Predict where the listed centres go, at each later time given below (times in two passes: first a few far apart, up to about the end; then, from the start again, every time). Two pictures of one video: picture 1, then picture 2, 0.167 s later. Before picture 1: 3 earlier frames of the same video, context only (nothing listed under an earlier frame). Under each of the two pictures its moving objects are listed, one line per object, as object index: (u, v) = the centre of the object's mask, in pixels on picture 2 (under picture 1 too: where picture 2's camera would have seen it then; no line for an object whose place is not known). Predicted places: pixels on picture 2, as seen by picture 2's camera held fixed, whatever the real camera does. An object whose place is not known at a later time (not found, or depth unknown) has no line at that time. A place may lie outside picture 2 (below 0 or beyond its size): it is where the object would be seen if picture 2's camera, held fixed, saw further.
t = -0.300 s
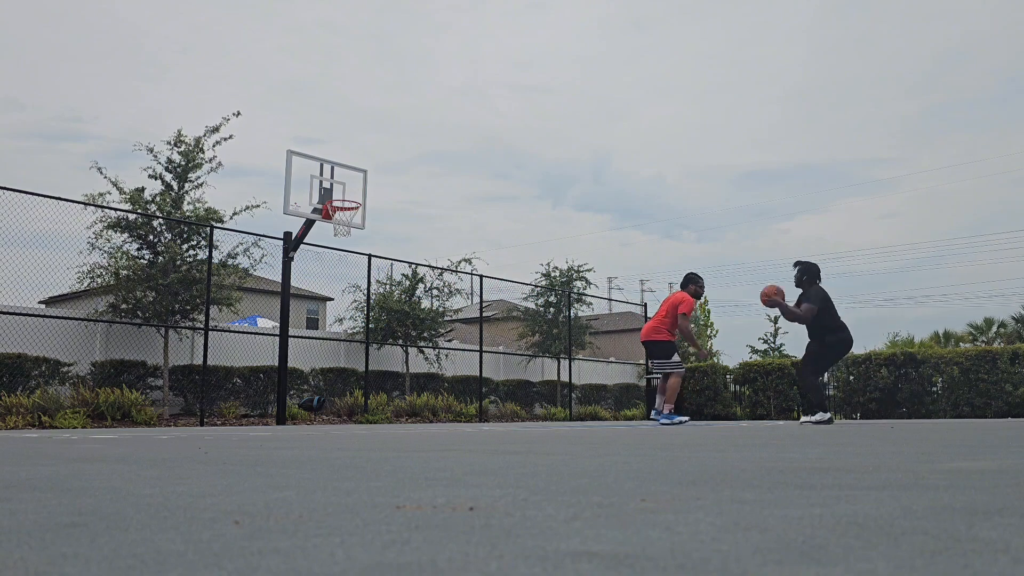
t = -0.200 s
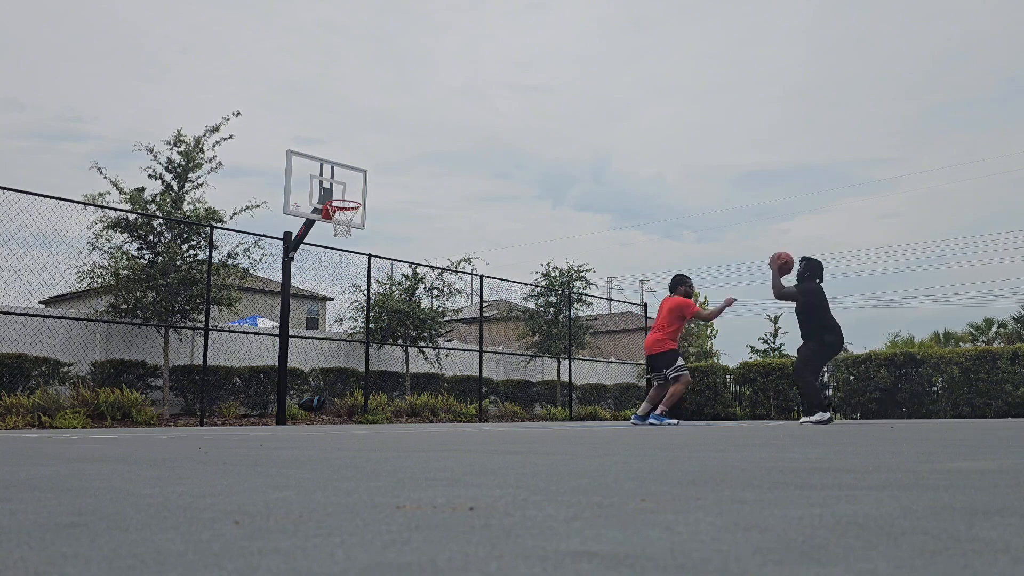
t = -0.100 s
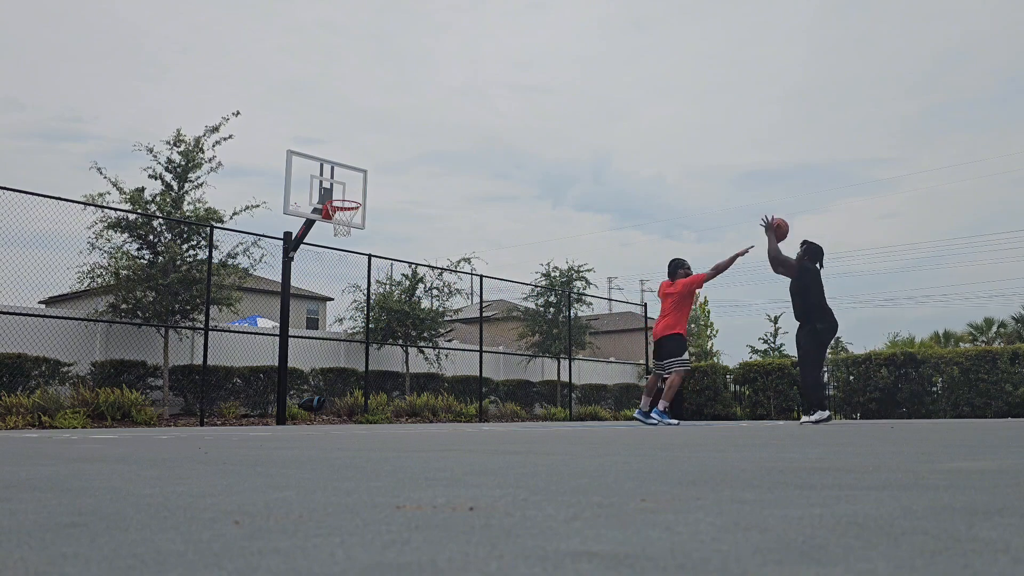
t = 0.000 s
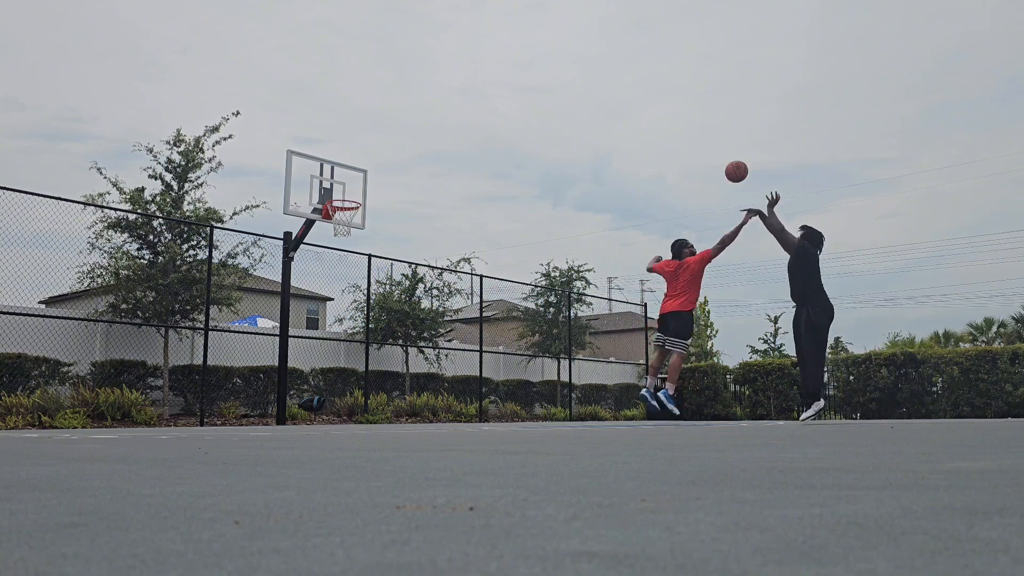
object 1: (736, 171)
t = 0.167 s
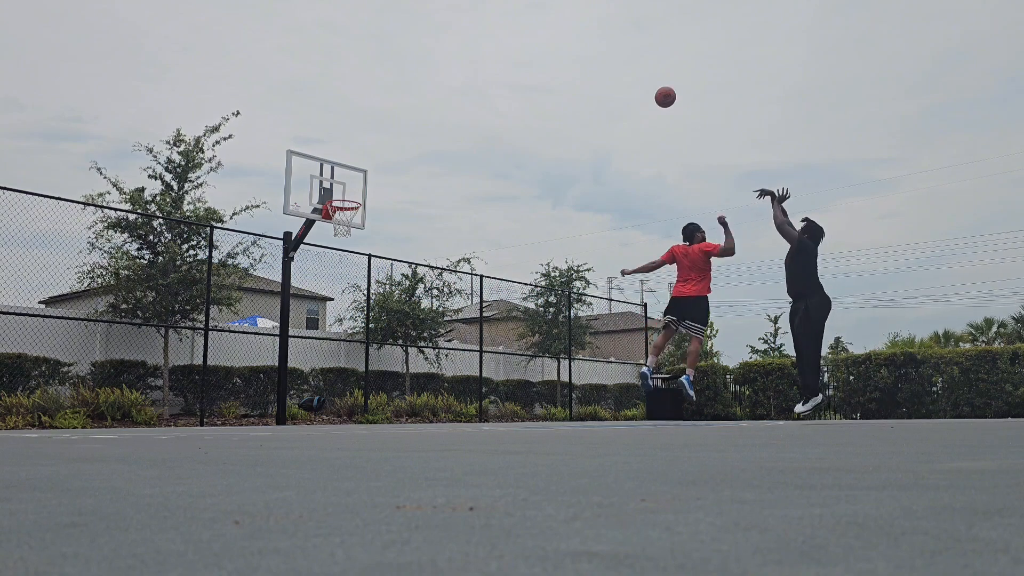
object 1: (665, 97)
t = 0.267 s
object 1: (627, 67)
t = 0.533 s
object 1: (535, 31)
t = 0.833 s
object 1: (447, 54)
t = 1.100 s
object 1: (377, 121)
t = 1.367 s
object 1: (347, 206)
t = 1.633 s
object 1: (350, 221)
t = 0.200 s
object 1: (652, 86)
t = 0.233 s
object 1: (639, 76)
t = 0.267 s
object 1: (627, 67)
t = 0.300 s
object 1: (614, 59)
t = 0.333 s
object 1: (602, 52)
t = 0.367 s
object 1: (591, 47)
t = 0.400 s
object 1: (579, 42)
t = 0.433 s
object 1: (568, 38)
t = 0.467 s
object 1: (557, 35)
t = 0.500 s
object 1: (546, 33)
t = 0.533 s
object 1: (535, 31)
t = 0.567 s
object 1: (525, 31)
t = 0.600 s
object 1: (515, 31)
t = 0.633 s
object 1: (505, 32)
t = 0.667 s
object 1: (495, 34)
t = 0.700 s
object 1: (485, 37)
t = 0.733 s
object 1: (475, 40)
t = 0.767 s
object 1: (466, 44)
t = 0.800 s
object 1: (456, 49)
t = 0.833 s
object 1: (447, 54)
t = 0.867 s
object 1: (438, 60)
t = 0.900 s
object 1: (429, 67)
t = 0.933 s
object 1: (420, 74)
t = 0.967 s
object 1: (411, 83)
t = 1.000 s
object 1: (402, 91)
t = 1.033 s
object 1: (394, 101)
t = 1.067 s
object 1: (385, 111)
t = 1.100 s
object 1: (377, 121)
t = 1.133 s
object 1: (368, 132)
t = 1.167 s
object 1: (360, 144)
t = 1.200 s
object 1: (352, 157)
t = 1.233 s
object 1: (343, 170)
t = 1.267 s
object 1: (340, 180)
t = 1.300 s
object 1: (342, 188)
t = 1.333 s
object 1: (345, 196)
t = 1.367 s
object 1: (347, 206)
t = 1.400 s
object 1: (351, 215)
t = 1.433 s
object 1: (352, 218)
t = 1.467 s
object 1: (352, 217)
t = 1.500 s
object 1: (352, 216)
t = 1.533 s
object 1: (352, 217)
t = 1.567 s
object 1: (351, 217)
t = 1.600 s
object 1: (351, 220)
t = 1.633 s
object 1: (350, 221)
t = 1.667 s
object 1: (348, 223)
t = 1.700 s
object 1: (346, 226)
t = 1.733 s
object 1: (344, 229)
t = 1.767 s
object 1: (343, 234)
